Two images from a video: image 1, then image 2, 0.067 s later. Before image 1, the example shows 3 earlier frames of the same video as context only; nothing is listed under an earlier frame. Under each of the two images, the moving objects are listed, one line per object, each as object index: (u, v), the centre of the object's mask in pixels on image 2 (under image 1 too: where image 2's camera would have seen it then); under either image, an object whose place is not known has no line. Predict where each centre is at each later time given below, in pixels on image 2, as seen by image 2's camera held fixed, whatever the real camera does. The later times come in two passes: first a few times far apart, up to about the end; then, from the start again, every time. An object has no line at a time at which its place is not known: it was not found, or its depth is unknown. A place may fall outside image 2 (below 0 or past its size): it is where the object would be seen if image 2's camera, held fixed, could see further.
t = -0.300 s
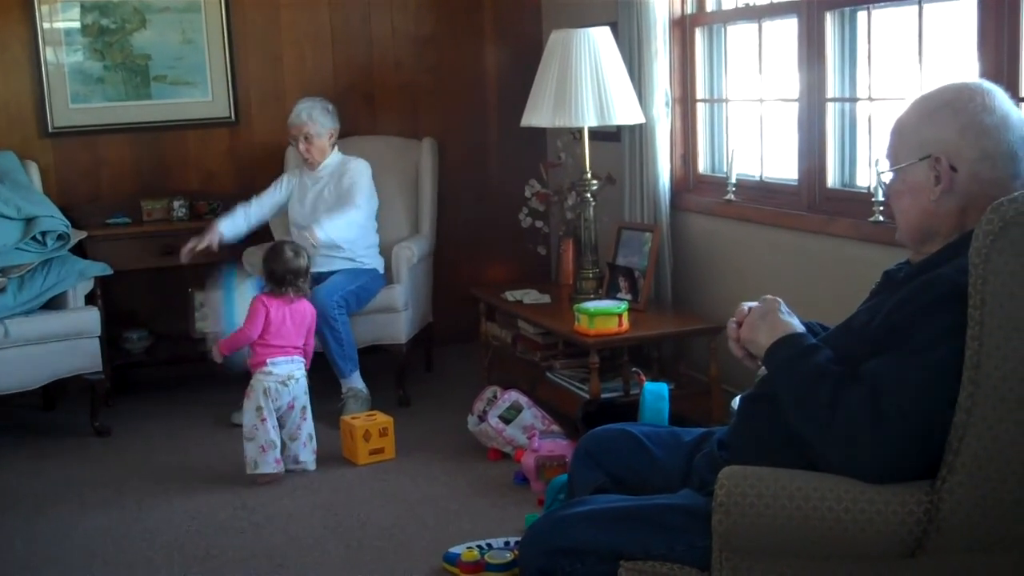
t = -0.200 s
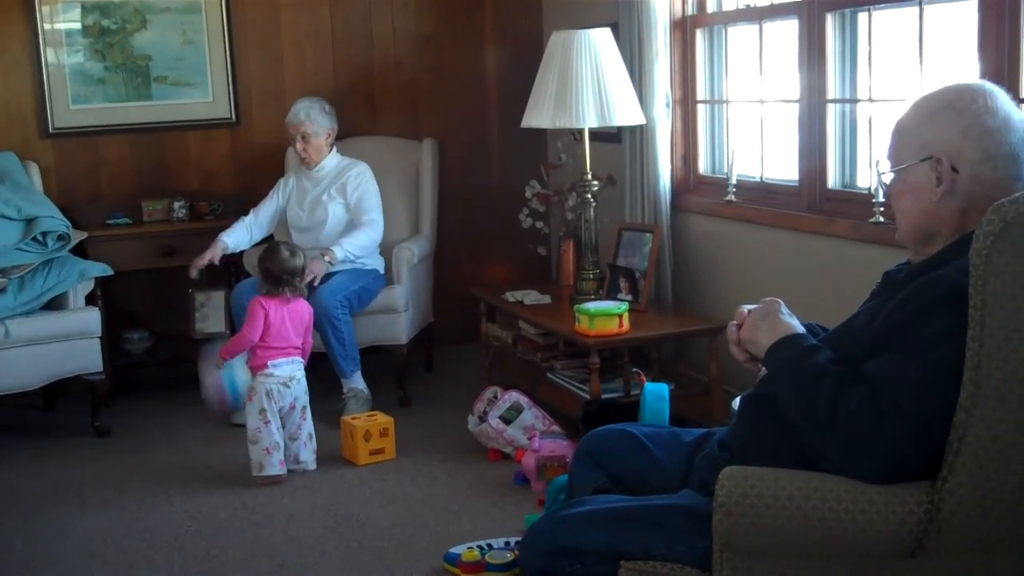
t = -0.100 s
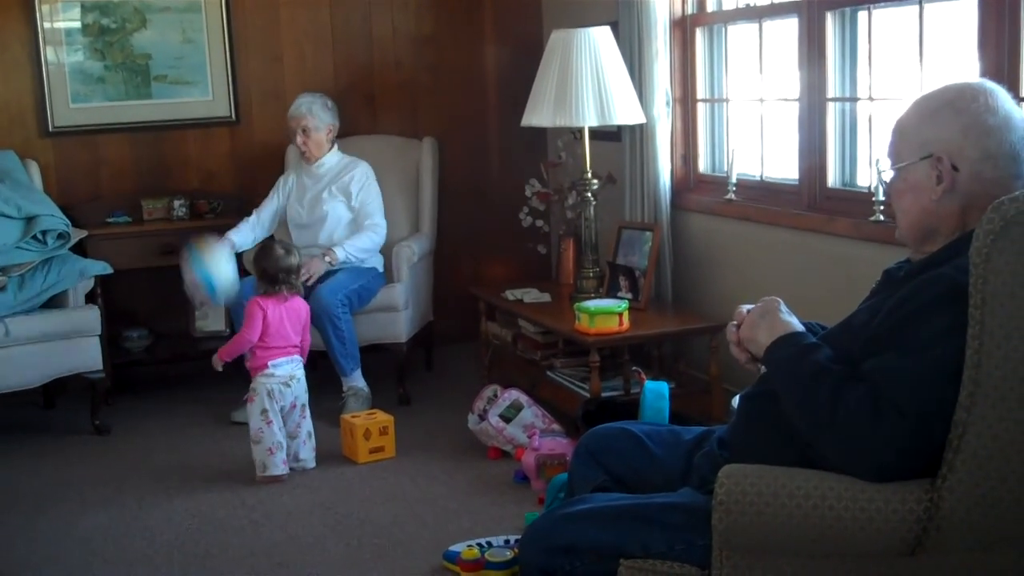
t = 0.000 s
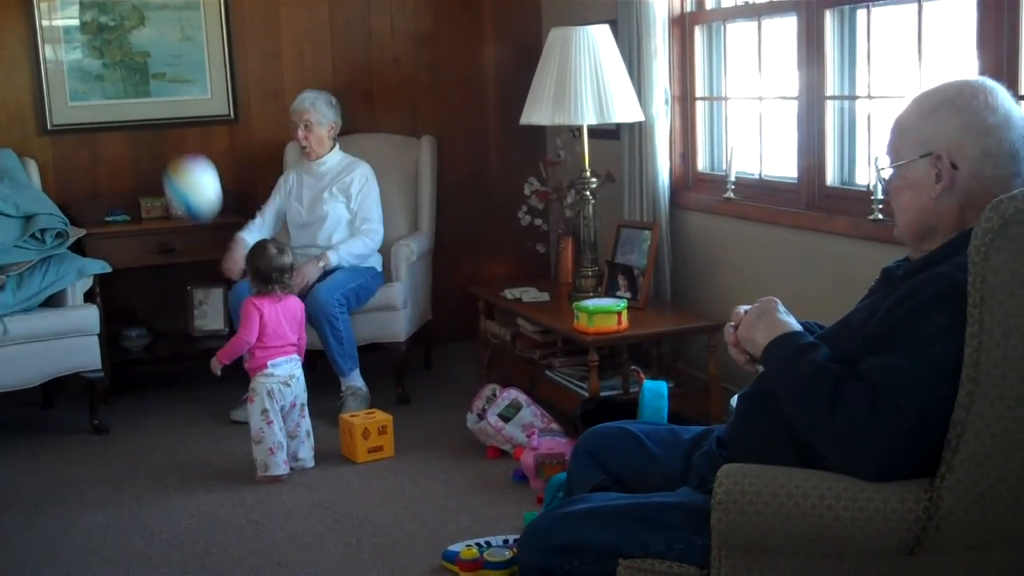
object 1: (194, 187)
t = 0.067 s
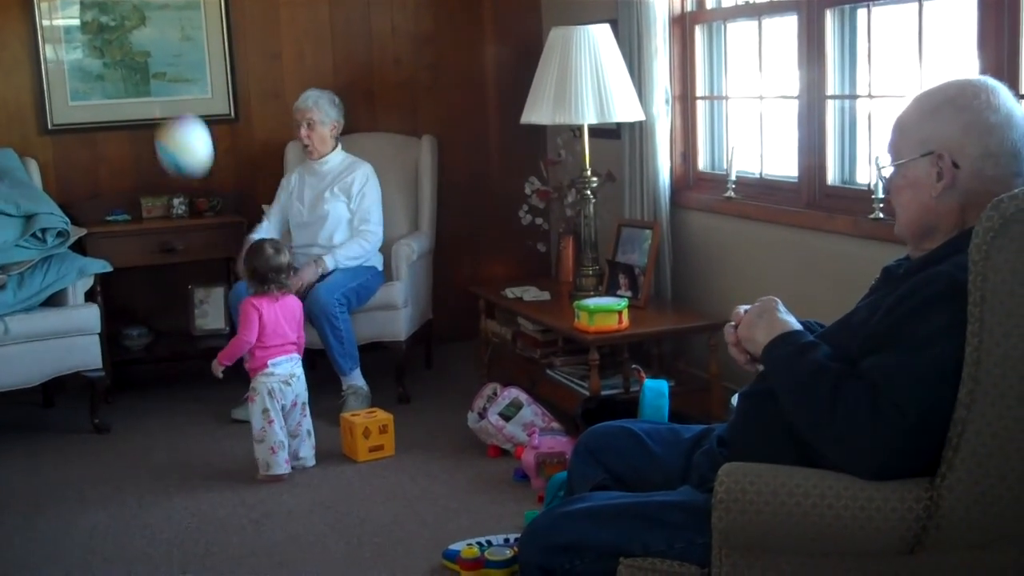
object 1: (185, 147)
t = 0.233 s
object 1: (165, 90)
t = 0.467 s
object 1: (153, 139)
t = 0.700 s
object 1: (155, 337)
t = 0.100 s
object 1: (180, 129)
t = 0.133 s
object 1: (176, 115)
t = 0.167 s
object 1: (172, 104)
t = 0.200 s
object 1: (169, 95)
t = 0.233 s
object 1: (165, 90)
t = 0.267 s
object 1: (163, 88)
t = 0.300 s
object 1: (160, 89)
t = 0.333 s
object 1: (158, 92)
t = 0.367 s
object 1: (157, 99)
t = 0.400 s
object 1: (155, 110)
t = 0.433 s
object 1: (154, 124)
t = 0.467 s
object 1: (153, 139)
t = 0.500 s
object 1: (152, 159)
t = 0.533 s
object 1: (152, 181)
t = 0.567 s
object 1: (152, 206)
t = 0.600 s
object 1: (152, 236)
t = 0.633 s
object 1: (152, 267)
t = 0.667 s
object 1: (154, 300)
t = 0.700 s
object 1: (155, 337)
